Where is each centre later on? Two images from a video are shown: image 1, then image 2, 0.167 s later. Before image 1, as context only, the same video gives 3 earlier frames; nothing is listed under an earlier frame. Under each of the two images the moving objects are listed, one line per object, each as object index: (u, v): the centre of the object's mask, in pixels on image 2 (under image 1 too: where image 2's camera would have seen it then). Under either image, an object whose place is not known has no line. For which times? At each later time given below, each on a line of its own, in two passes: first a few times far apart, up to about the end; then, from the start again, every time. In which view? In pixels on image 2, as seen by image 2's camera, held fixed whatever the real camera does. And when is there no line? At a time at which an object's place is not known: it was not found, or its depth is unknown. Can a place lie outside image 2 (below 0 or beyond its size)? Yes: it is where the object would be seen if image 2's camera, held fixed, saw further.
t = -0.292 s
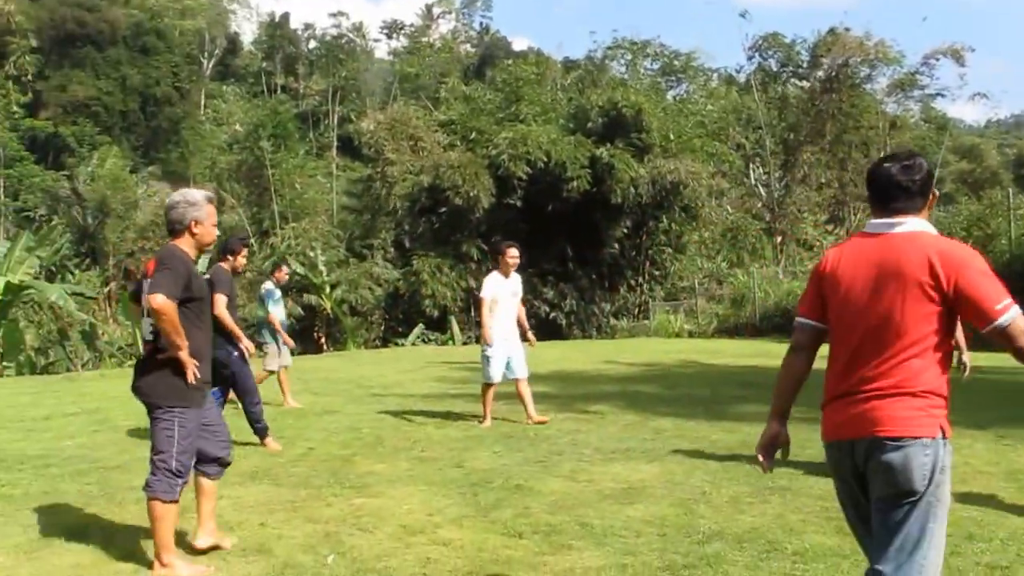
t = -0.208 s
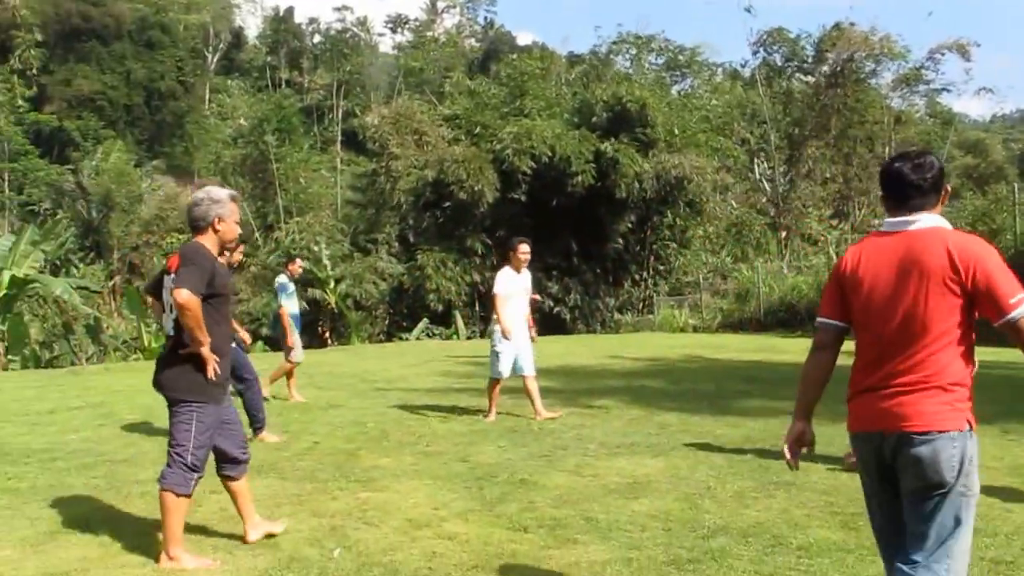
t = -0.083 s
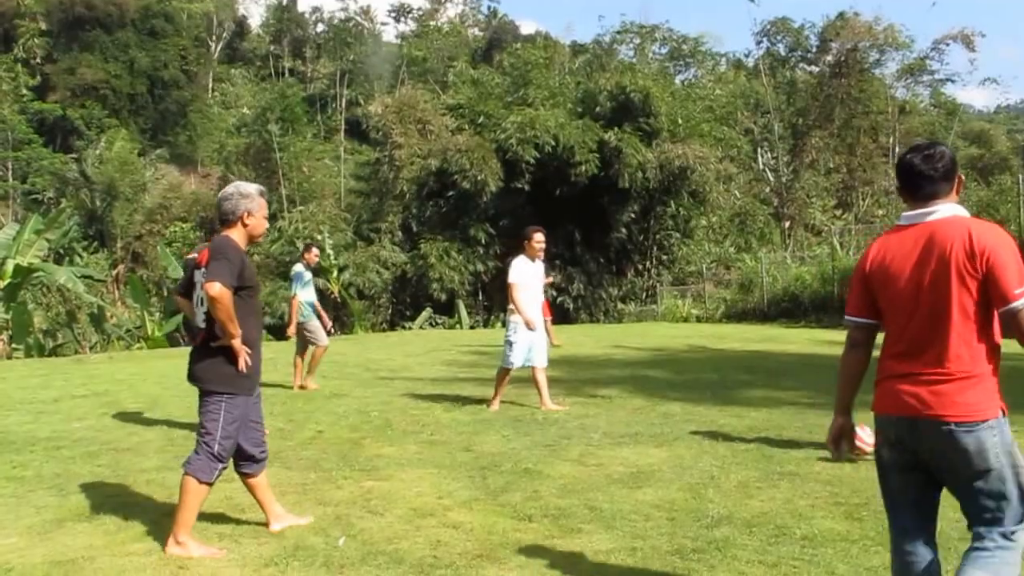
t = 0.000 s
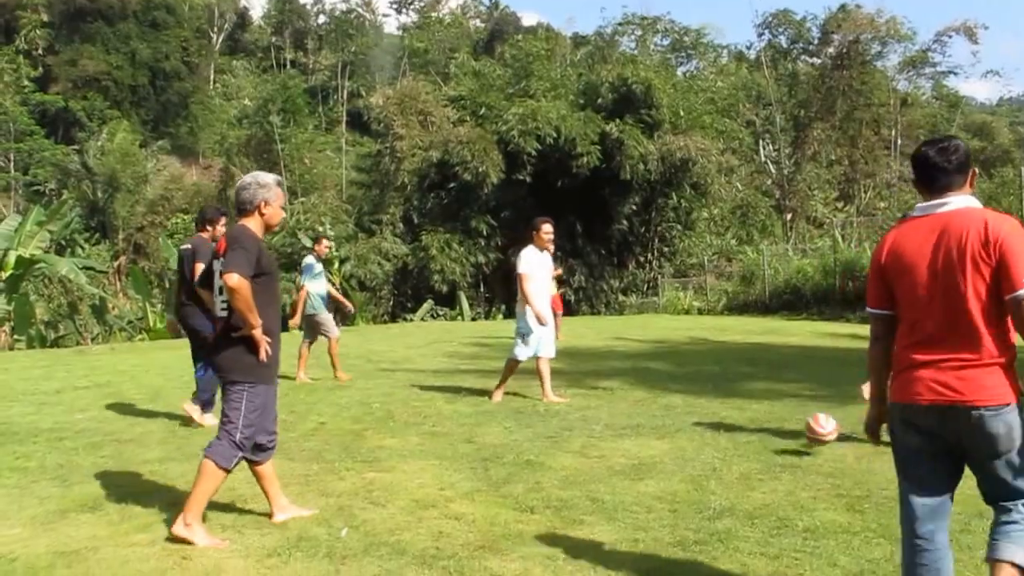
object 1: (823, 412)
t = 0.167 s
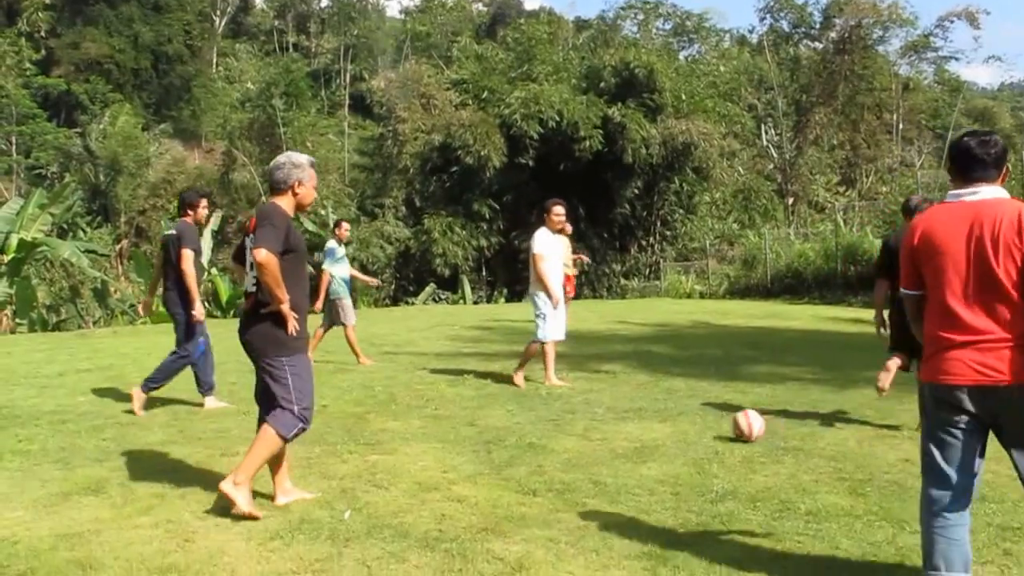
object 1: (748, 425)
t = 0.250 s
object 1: (724, 421)
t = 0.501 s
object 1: (658, 423)
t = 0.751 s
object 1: (605, 425)
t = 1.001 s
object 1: (559, 424)
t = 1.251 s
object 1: (525, 424)
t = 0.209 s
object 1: (736, 422)
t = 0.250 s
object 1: (724, 421)
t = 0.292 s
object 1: (712, 423)
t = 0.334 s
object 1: (701, 426)
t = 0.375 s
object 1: (690, 423)
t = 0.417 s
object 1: (679, 421)
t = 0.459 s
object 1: (669, 421)
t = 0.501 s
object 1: (658, 423)
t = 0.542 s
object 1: (649, 425)
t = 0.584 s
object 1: (640, 424)
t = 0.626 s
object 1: (631, 424)
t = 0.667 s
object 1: (622, 426)
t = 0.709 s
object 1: (613, 426)
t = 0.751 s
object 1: (605, 425)
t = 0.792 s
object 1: (596, 426)
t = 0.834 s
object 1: (588, 428)
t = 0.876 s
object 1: (580, 426)
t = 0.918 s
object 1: (573, 426)
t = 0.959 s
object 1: (566, 426)
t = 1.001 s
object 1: (559, 424)
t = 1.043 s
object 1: (553, 425)
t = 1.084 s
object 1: (547, 426)
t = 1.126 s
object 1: (541, 425)
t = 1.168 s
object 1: (536, 425)
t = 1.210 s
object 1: (530, 424)
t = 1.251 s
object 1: (525, 424)
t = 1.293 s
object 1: (520, 424)
